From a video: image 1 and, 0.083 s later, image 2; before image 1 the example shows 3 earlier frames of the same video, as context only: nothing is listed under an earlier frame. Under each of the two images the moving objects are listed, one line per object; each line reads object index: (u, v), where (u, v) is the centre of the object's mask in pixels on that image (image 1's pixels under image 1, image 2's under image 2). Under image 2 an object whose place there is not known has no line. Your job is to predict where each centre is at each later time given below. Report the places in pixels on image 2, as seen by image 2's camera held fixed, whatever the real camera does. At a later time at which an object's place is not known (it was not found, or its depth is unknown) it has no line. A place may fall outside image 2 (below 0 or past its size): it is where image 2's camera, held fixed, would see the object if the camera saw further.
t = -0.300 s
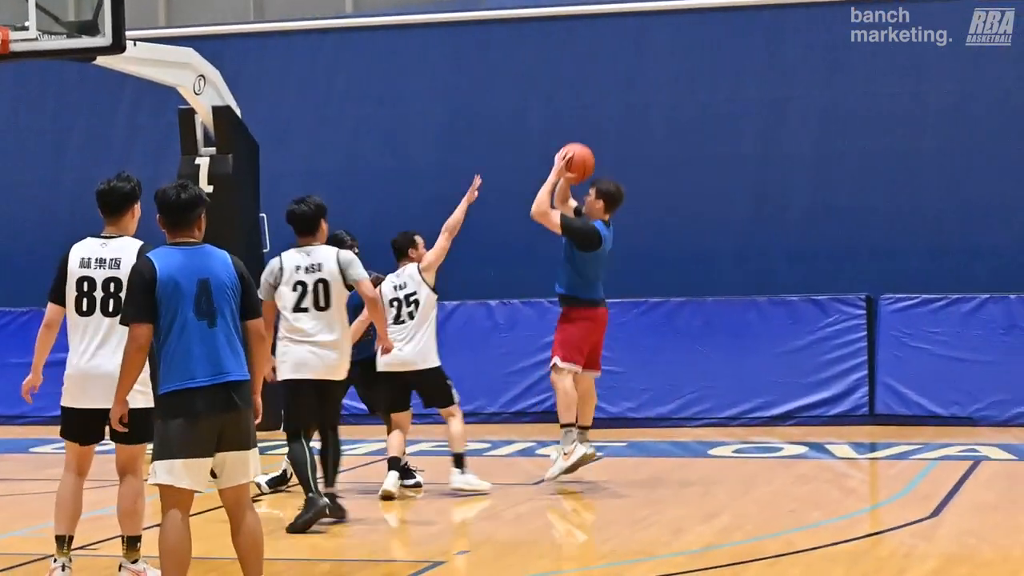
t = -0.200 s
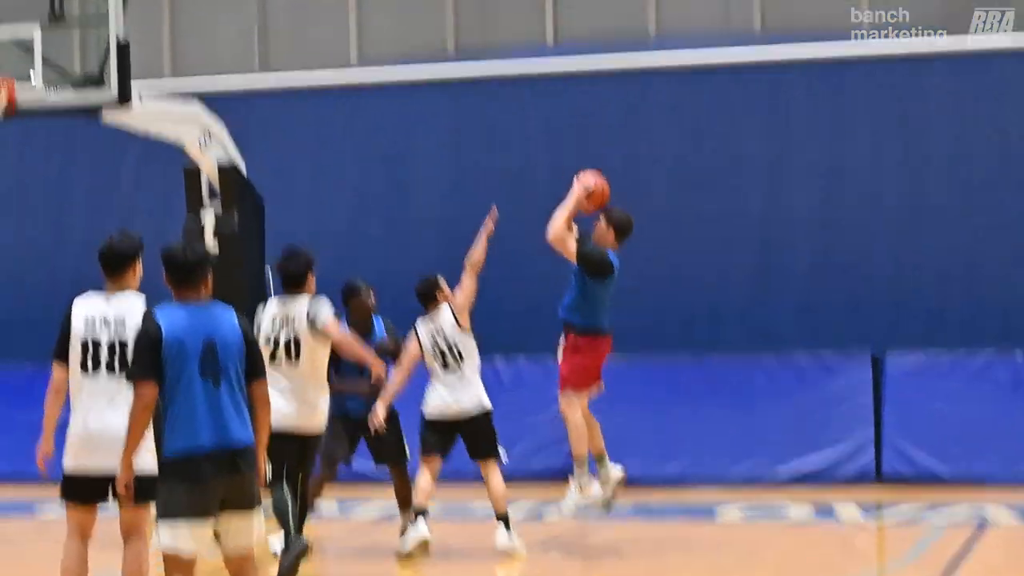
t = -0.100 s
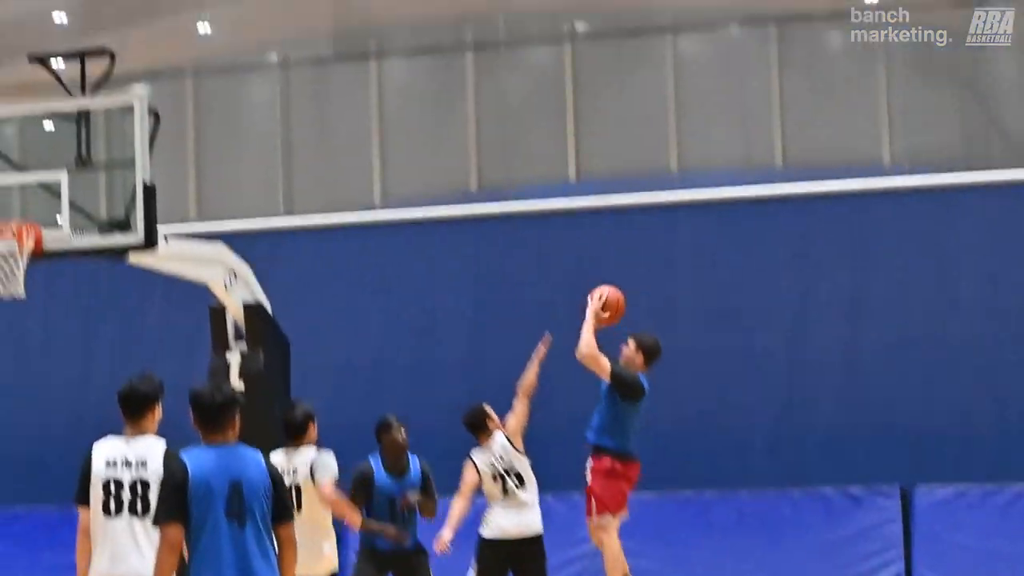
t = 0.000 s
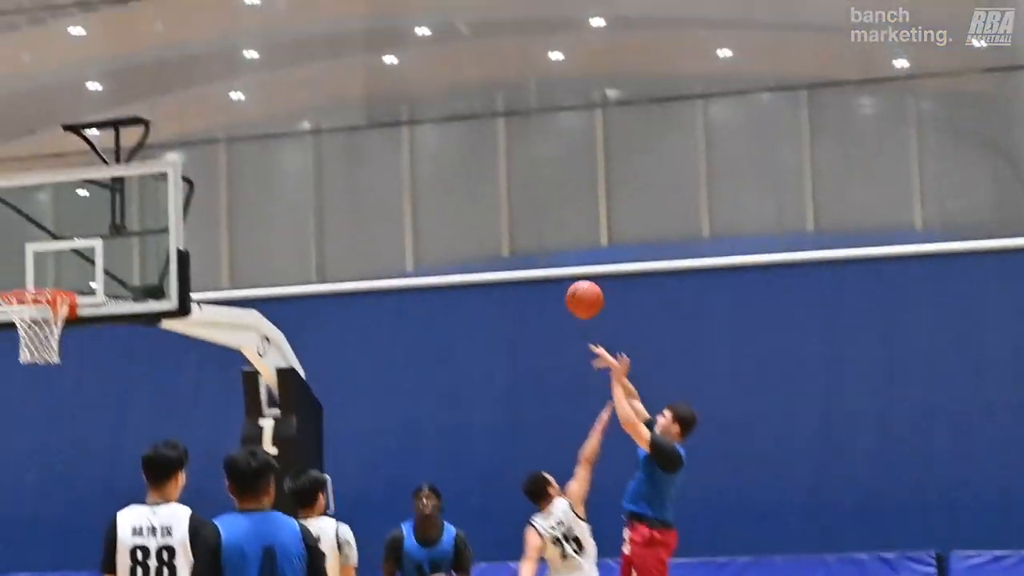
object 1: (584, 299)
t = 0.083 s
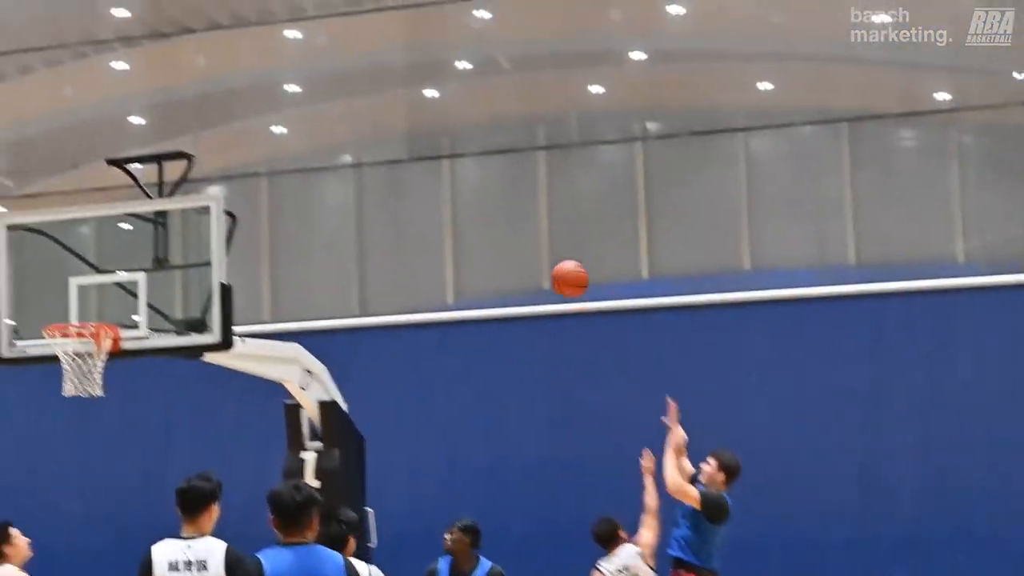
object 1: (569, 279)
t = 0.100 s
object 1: (558, 269)
